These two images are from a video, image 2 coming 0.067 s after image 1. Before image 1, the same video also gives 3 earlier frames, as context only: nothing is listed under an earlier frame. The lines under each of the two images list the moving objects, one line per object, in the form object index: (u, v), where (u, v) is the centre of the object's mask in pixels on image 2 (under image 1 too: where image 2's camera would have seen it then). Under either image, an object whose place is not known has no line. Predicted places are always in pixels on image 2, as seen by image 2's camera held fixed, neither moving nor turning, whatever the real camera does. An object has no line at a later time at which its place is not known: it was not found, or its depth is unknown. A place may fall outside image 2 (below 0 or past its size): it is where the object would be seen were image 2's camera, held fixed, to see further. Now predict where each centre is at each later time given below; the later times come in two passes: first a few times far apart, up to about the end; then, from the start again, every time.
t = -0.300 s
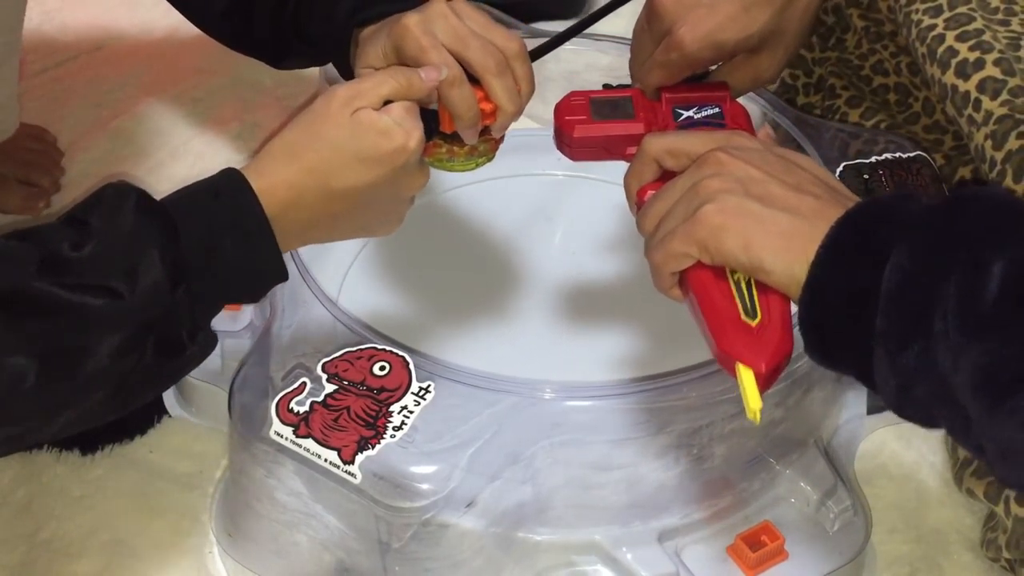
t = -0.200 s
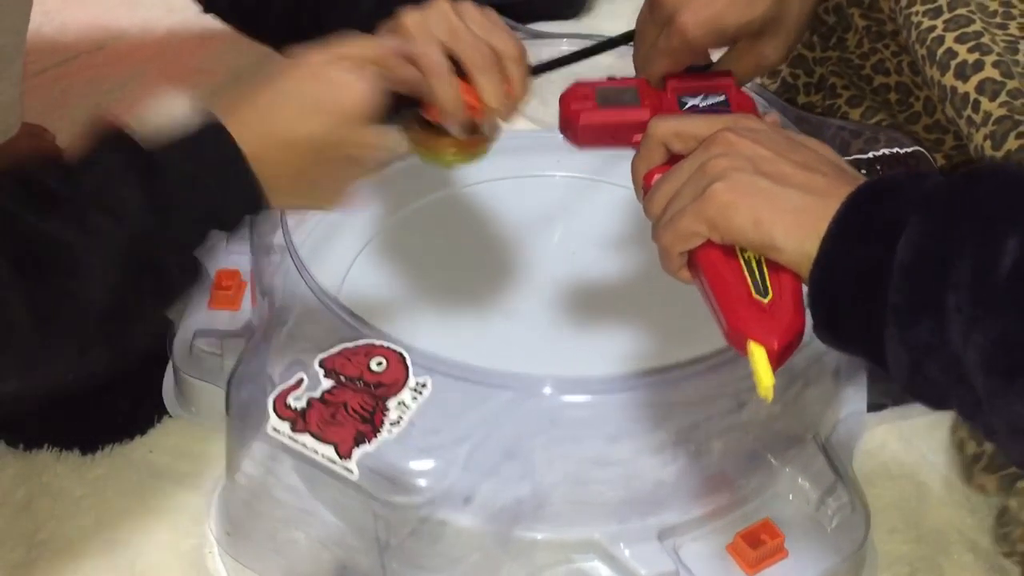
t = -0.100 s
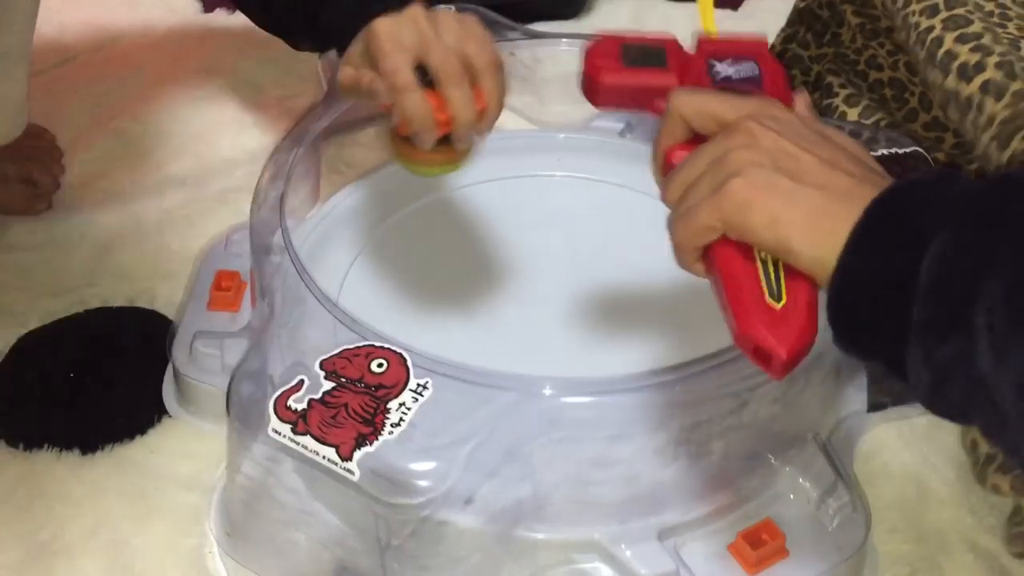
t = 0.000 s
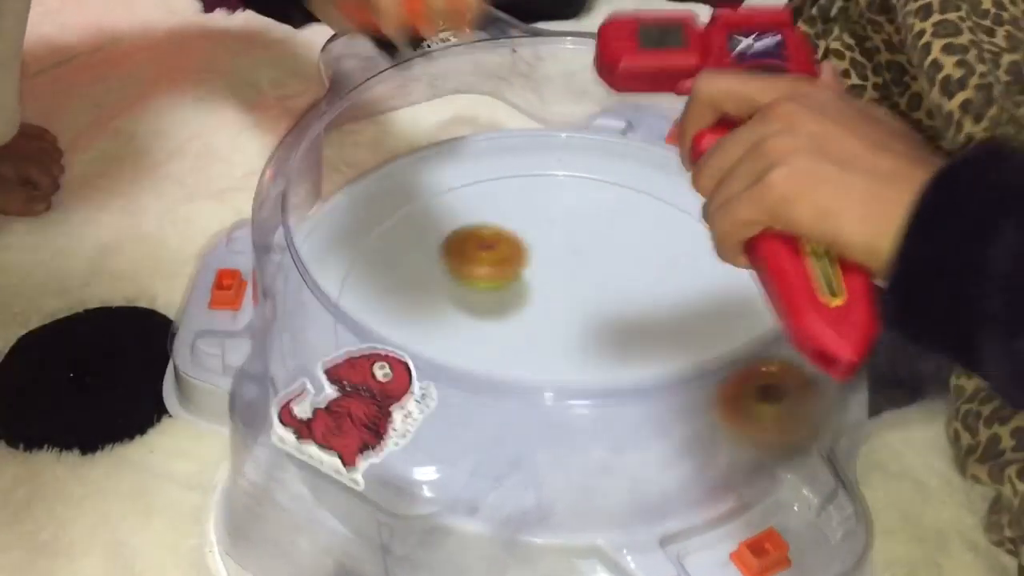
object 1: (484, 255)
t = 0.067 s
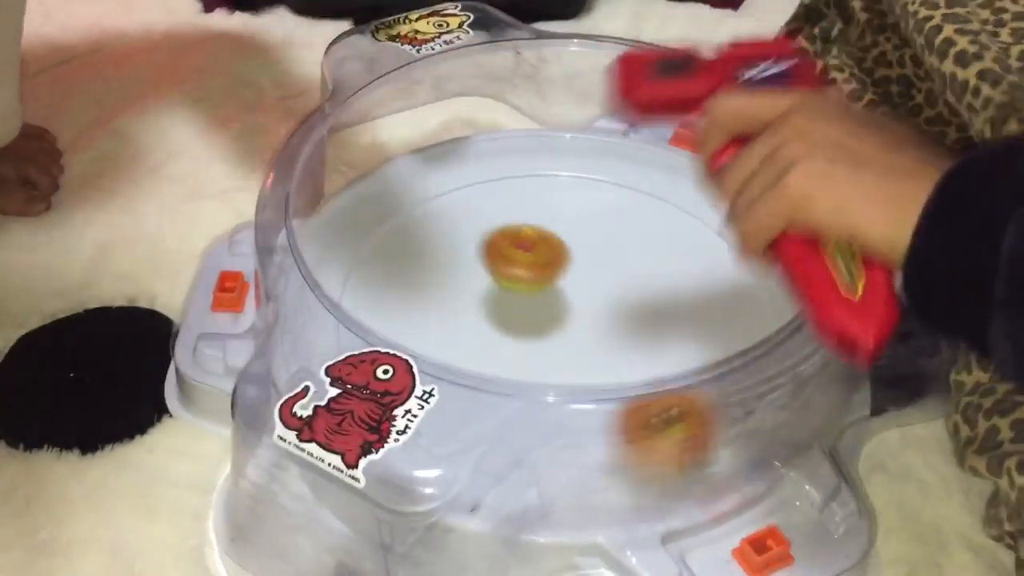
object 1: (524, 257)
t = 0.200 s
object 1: (599, 315)
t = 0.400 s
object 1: (631, 329)
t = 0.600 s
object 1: (559, 289)
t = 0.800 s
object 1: (526, 299)
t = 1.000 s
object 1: (518, 319)
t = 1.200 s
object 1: (509, 343)
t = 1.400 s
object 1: (531, 342)
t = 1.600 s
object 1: (564, 322)
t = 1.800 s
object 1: (572, 272)
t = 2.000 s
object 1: (543, 259)
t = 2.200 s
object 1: (502, 284)
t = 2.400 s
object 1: (526, 321)
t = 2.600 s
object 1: (597, 314)
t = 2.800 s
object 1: (602, 280)
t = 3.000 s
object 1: (541, 262)
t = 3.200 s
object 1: (526, 296)
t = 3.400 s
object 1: (575, 329)
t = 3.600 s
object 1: (613, 316)
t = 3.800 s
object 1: (587, 283)
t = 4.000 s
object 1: (546, 276)
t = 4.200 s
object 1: (530, 320)
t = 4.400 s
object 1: (574, 346)
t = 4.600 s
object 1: (614, 310)
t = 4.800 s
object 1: (568, 267)
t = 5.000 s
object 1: (504, 271)
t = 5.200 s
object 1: (486, 320)
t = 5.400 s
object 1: (554, 352)
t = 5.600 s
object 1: (608, 310)
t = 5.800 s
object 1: (567, 259)
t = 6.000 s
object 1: (499, 268)
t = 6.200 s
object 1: (506, 321)
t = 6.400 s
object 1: (574, 321)
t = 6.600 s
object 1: (593, 290)
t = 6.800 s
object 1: (560, 276)
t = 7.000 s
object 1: (570, 279)
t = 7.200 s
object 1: (579, 251)
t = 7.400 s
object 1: (564, 247)
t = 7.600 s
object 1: (519, 267)
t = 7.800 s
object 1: (502, 267)
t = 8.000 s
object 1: (517, 263)
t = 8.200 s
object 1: (532, 277)
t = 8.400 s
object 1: (523, 295)
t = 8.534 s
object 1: (509, 301)
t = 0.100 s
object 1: (545, 278)
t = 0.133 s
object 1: (563, 291)
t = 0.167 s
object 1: (582, 297)
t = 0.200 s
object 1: (599, 315)
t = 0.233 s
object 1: (613, 322)
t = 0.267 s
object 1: (624, 328)
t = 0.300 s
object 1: (631, 331)
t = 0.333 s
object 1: (635, 332)
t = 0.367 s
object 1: (635, 332)
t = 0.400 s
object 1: (631, 329)
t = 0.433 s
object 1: (625, 325)
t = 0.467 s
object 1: (615, 320)
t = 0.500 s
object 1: (604, 313)
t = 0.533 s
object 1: (590, 305)
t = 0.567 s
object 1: (574, 297)
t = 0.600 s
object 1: (559, 289)
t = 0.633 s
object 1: (545, 281)
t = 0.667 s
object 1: (536, 279)
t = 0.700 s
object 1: (534, 283)
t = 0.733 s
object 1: (532, 289)
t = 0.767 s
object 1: (529, 294)
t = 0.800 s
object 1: (526, 299)
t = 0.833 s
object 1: (524, 304)
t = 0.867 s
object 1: (522, 307)
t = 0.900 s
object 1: (521, 310)
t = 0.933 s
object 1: (520, 313)
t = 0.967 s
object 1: (520, 314)
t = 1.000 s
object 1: (518, 319)
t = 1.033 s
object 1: (515, 326)
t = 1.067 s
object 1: (512, 331)
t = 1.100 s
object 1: (510, 335)
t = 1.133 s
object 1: (510, 337)
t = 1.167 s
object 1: (510, 339)
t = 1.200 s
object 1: (509, 343)
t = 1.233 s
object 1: (509, 345)
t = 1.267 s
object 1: (511, 347)
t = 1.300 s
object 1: (516, 347)
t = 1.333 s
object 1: (520, 346)
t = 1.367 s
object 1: (525, 344)
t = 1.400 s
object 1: (531, 342)
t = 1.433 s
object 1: (536, 342)
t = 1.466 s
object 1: (542, 340)
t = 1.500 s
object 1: (548, 337)
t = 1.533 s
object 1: (554, 333)
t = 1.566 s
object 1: (559, 328)
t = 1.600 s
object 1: (564, 322)
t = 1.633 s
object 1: (569, 314)
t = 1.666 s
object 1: (572, 305)
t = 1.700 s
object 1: (573, 296)
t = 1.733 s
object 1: (574, 287)
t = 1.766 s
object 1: (573, 279)
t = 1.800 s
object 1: (572, 272)
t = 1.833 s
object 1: (569, 266)
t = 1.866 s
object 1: (566, 261)
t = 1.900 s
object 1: (562, 258)
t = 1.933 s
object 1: (556, 257)
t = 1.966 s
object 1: (550, 256)
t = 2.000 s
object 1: (543, 259)
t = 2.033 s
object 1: (536, 262)
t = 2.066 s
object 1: (529, 266)
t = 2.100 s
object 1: (521, 270)
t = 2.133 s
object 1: (514, 275)
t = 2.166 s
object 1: (506, 280)
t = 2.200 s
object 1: (502, 284)
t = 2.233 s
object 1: (500, 291)
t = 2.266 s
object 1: (501, 298)
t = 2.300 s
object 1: (505, 305)
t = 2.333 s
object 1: (510, 311)
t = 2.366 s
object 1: (517, 316)
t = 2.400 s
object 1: (526, 321)
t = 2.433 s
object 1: (537, 324)
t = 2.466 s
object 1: (548, 325)
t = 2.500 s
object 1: (561, 325)
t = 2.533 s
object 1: (574, 322)
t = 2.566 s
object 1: (586, 318)
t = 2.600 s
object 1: (597, 314)
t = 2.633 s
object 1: (605, 309)
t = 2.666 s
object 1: (611, 303)
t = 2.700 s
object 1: (613, 298)
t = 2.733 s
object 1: (612, 292)
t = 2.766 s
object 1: (609, 286)
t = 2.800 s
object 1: (602, 280)
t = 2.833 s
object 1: (594, 275)
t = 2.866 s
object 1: (584, 272)
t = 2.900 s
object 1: (573, 268)
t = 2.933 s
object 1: (562, 264)
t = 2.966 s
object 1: (551, 263)
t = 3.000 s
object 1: (541, 262)
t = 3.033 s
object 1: (535, 264)
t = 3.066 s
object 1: (529, 267)
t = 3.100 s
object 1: (525, 273)
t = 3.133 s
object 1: (523, 280)
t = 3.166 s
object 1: (523, 288)
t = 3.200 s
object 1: (526, 296)
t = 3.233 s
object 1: (530, 304)
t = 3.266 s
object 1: (537, 312)
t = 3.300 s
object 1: (545, 318)
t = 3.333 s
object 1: (555, 323)
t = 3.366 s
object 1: (565, 327)
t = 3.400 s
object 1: (575, 329)
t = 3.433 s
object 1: (586, 330)
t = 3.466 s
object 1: (596, 328)
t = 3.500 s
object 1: (604, 327)
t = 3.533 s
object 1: (609, 324)
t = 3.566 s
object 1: (612, 321)
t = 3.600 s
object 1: (613, 316)
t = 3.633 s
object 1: (613, 312)
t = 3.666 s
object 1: (610, 307)
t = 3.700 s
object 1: (606, 302)
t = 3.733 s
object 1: (600, 296)
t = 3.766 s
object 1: (594, 290)
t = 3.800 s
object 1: (587, 283)
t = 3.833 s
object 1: (578, 278)
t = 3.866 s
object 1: (572, 274)
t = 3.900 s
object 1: (566, 271)
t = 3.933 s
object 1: (560, 271)
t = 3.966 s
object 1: (553, 272)
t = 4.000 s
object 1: (546, 276)
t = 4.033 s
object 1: (540, 281)
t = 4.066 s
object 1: (534, 287)
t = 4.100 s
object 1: (530, 295)
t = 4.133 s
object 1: (528, 303)
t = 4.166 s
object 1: (528, 311)
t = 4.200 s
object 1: (530, 320)
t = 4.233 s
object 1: (534, 328)
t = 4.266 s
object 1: (541, 334)
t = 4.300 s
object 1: (548, 340)
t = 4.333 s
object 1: (555, 344)
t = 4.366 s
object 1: (564, 346)
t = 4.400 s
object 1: (574, 346)
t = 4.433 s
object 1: (584, 344)
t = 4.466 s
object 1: (594, 340)
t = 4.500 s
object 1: (602, 334)
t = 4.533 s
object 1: (609, 326)
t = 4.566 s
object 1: (613, 318)
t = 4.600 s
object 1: (614, 310)
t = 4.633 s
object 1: (612, 301)
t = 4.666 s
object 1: (607, 292)
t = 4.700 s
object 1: (599, 284)
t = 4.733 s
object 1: (590, 277)
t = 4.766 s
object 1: (579, 271)
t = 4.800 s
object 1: (568, 267)
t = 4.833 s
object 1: (556, 264)
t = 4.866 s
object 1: (544, 262)
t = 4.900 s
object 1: (533, 263)
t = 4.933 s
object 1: (522, 264)
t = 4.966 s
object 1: (512, 267)
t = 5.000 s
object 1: (504, 271)
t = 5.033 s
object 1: (496, 277)
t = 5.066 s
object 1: (490, 284)
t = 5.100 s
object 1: (486, 292)
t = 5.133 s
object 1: (484, 301)
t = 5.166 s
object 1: (484, 310)
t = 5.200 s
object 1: (486, 320)
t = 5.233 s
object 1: (491, 330)
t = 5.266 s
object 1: (499, 339)
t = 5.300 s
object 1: (510, 345)
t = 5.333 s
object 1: (524, 349)
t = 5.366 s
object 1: (538, 352)
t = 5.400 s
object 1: (554, 352)
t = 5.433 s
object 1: (568, 351)
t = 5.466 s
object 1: (581, 347)
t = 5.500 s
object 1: (593, 340)
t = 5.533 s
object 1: (601, 331)
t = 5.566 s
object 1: (606, 321)
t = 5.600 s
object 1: (608, 310)
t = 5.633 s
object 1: (607, 300)
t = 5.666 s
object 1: (604, 290)
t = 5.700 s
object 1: (597, 280)
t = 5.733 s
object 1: (589, 272)
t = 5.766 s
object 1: (579, 265)
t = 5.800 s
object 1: (567, 259)
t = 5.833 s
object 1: (554, 256)
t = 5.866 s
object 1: (542, 254)
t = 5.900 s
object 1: (529, 254)
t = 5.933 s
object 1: (518, 256)
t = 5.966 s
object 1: (508, 261)
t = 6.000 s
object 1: (499, 268)
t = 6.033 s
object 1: (492, 276)
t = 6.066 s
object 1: (489, 284)
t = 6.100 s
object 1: (488, 295)
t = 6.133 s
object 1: (491, 304)
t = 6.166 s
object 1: (497, 313)
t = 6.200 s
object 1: (506, 321)
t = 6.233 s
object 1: (516, 326)
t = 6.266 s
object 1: (528, 329)
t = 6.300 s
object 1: (540, 330)
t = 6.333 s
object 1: (553, 329)
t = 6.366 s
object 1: (564, 325)
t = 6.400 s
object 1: (574, 321)
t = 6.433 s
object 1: (581, 316)
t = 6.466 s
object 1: (587, 310)
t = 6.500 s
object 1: (591, 305)
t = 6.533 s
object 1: (594, 300)
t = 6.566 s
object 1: (595, 295)
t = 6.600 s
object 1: (593, 290)
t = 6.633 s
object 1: (589, 285)
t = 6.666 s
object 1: (583, 281)
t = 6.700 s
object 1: (576, 278)
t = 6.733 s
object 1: (570, 277)
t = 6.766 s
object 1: (564, 276)
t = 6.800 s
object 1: (560, 276)
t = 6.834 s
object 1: (558, 276)
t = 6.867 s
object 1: (560, 275)
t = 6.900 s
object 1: (562, 276)
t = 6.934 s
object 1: (564, 277)
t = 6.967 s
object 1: (567, 279)
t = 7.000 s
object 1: (570, 279)
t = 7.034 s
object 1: (572, 277)
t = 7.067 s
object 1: (574, 276)
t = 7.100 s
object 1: (575, 276)
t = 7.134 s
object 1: (575, 275)
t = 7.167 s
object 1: (578, 261)
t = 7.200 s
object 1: (579, 251)
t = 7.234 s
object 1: (579, 242)
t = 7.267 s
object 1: (578, 238)
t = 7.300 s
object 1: (576, 236)
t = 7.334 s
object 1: (573, 238)
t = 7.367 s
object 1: (569, 242)
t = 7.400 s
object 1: (564, 247)
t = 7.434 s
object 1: (560, 253)
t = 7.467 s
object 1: (555, 259)
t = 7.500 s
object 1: (550, 264)
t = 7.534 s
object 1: (545, 270)
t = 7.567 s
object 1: (532, 269)
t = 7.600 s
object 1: (519, 267)
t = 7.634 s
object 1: (509, 266)
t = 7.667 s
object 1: (502, 265)
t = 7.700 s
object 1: (498, 265)
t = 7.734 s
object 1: (497, 266)
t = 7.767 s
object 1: (498, 266)
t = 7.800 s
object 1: (502, 267)
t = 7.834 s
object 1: (507, 268)
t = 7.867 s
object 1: (514, 270)
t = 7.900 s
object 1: (515, 269)
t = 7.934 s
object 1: (518, 269)
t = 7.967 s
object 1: (519, 267)
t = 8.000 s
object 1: (517, 263)
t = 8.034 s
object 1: (516, 261)
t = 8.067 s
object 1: (518, 262)
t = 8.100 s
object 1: (521, 264)
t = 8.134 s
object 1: (525, 268)
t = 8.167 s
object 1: (529, 273)
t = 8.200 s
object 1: (532, 277)
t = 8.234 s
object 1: (532, 279)
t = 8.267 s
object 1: (532, 282)
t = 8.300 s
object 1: (530, 285)
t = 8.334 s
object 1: (528, 289)
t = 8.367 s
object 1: (526, 292)
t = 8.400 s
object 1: (523, 295)
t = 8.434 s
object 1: (520, 298)
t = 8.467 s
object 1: (516, 300)
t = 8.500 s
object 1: (512, 300)
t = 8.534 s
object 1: (509, 301)
